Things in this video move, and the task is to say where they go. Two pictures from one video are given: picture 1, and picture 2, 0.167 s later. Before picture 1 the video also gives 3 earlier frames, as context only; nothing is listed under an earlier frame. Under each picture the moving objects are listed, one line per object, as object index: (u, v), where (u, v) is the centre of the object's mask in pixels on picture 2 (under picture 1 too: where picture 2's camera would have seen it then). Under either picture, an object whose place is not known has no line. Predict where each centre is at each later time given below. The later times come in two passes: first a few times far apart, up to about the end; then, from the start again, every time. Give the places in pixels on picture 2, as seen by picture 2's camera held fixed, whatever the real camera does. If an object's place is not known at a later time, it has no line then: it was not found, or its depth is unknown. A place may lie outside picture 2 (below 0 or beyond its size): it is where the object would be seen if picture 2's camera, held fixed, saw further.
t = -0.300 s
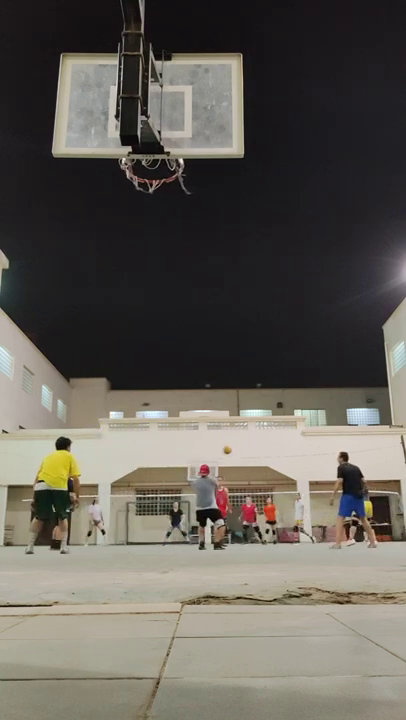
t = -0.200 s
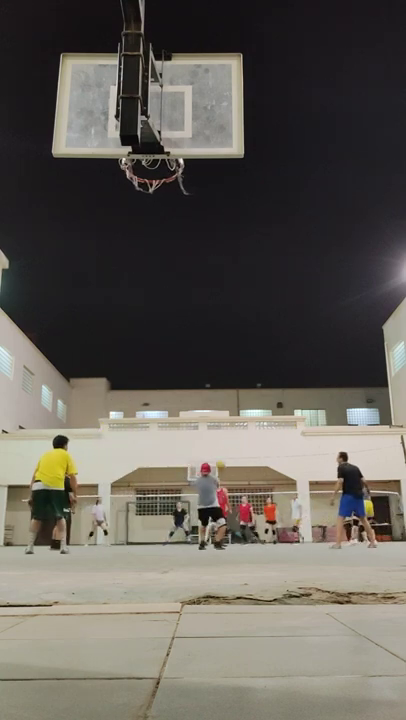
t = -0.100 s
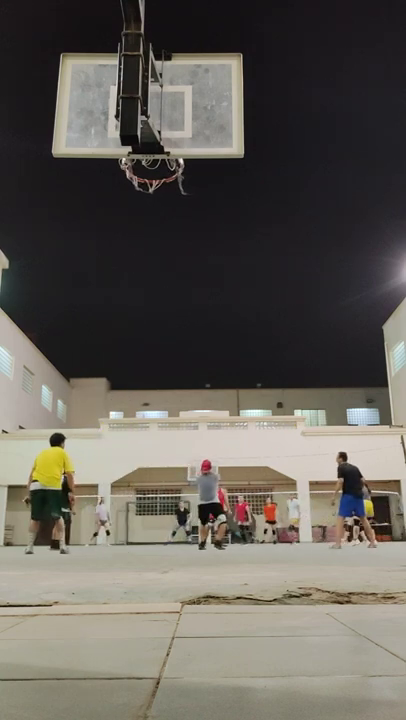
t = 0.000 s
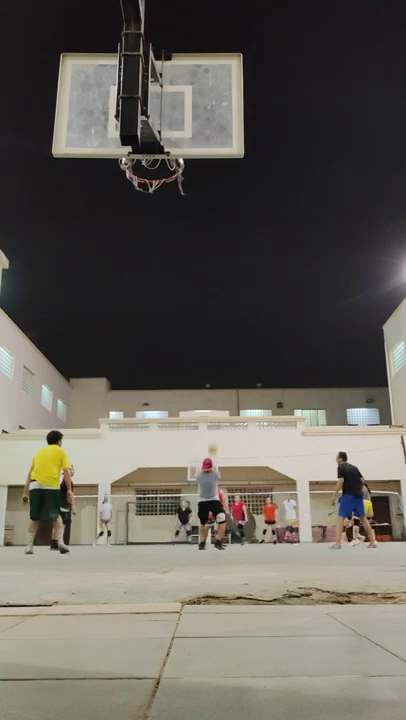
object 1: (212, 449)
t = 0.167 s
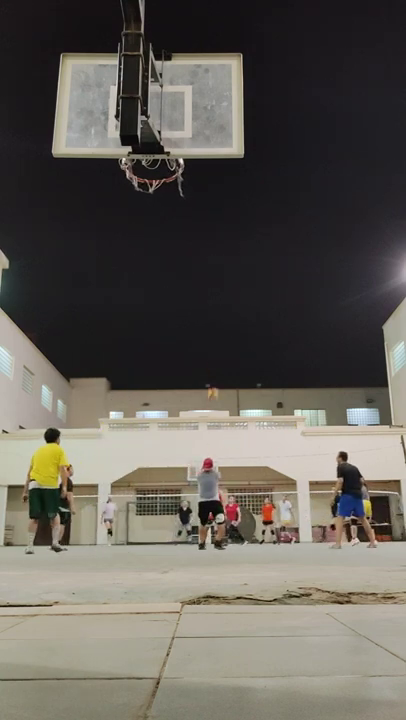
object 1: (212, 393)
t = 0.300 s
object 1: (213, 363)
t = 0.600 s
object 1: (213, 327)
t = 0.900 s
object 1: (214, 329)
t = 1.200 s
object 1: (215, 363)
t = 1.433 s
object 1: (217, 409)
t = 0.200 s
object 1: (213, 384)
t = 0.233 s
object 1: (213, 377)
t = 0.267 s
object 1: (213, 370)
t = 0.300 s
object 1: (213, 363)
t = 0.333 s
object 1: (213, 357)
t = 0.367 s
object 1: (213, 351)
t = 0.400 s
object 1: (213, 347)
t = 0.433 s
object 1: (213, 342)
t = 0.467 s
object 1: (213, 338)
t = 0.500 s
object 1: (213, 335)
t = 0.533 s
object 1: (213, 332)
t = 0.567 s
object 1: (213, 329)
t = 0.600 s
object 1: (213, 327)
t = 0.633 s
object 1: (213, 326)
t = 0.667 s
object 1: (213, 325)
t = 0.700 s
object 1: (213, 324)
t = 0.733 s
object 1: (214, 324)
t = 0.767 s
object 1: (214, 324)
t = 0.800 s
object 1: (214, 325)
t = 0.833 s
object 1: (214, 326)
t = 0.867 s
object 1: (214, 327)
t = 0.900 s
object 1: (214, 329)
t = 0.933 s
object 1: (214, 331)
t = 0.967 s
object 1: (214, 334)
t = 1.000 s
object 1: (214, 337)
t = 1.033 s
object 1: (214, 340)
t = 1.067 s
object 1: (214, 344)
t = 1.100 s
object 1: (214, 349)
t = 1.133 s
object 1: (215, 353)
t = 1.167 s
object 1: (214, 357)
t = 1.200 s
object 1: (215, 363)
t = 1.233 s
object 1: (215, 368)
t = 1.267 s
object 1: (215, 374)
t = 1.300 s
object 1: (215, 381)
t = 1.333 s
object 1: (216, 386)
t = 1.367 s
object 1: (216, 394)
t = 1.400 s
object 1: (216, 401)
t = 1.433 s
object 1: (217, 409)
